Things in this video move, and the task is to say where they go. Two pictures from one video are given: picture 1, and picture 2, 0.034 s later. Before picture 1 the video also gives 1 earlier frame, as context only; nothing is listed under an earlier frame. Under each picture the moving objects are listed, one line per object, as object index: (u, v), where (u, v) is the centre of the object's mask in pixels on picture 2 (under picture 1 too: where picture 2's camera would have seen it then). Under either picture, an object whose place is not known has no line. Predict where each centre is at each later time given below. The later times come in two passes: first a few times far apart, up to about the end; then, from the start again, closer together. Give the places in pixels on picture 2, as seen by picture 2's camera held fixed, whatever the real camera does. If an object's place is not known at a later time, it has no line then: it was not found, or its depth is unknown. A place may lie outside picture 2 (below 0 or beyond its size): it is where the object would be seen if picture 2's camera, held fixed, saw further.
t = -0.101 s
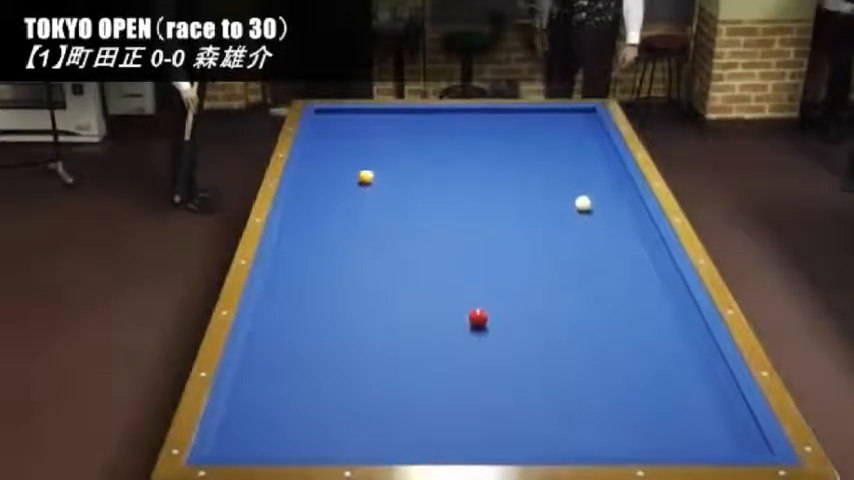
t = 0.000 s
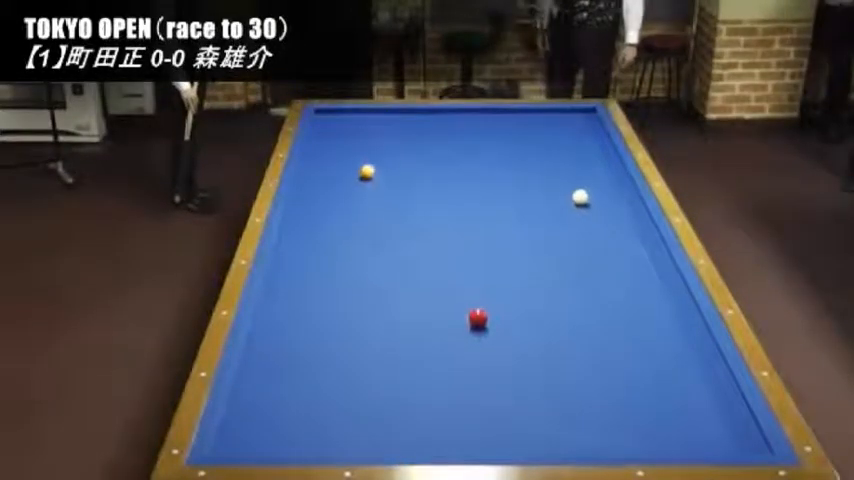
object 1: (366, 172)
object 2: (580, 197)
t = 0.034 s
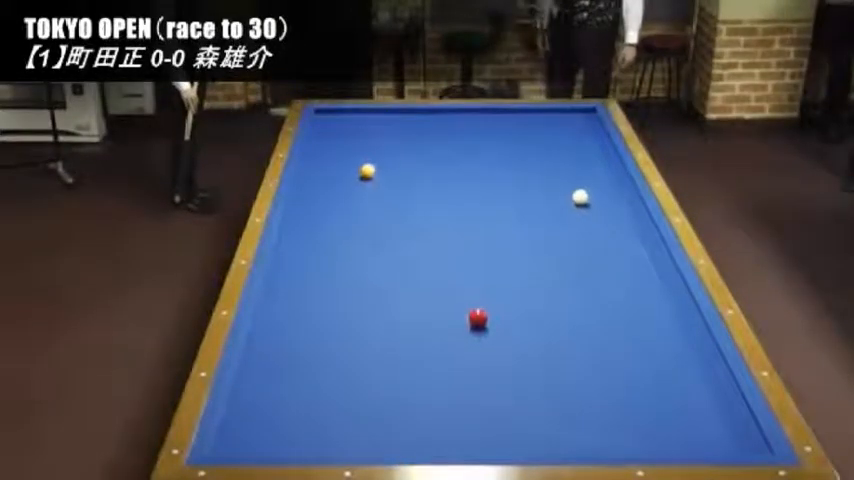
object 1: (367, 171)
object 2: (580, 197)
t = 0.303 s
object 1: (368, 165)
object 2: (578, 189)
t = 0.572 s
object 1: (370, 157)
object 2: (574, 180)
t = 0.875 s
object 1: (372, 150)
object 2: (571, 172)
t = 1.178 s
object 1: (374, 143)
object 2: (568, 163)
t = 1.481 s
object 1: (375, 137)
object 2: (565, 155)
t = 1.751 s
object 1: (376, 132)
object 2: (563, 148)
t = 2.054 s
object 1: (377, 126)
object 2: (561, 142)
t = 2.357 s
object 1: (378, 121)
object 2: (558, 135)
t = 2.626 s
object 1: (379, 117)
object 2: (557, 130)
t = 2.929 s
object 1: (380, 112)
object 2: (555, 125)
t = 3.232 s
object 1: (380, 112)
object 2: (552, 119)
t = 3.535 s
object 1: (380, 114)
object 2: (550, 115)
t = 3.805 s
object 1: (381, 116)
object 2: (548, 111)
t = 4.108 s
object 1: (381, 118)
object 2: (548, 111)
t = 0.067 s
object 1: (367, 171)
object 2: (580, 196)
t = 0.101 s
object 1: (367, 171)
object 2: (580, 196)
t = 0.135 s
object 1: (367, 169)
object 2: (579, 195)
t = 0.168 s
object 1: (367, 168)
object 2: (579, 194)
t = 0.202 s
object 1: (368, 168)
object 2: (579, 193)
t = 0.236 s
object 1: (368, 166)
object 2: (578, 191)
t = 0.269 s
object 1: (368, 166)
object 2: (578, 190)
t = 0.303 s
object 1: (368, 165)
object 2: (578, 189)
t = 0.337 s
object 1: (369, 163)
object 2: (577, 187)
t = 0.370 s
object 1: (369, 161)
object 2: (576, 185)
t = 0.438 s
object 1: (369, 160)
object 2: (575, 184)
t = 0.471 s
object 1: (369, 160)
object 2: (575, 184)
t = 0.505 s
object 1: (370, 159)
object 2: (575, 183)
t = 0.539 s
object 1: (370, 158)
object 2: (574, 181)
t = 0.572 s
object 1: (370, 157)
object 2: (574, 180)
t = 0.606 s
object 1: (371, 157)
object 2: (574, 179)
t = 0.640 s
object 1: (371, 156)
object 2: (574, 178)
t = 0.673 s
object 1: (371, 155)
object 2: (573, 177)
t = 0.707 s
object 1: (371, 154)
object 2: (573, 176)
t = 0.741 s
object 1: (371, 154)
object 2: (572, 176)
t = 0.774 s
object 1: (371, 153)
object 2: (572, 174)
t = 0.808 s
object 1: (371, 152)
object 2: (572, 173)
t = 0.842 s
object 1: (372, 151)
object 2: (571, 173)
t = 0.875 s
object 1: (372, 150)
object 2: (571, 172)
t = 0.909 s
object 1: (372, 149)
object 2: (571, 171)
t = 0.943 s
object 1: (372, 148)
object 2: (570, 169)
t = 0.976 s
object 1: (373, 148)
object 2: (570, 168)
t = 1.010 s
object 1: (373, 147)
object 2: (569, 167)
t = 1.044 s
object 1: (373, 146)
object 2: (569, 166)
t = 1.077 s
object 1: (373, 145)
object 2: (568, 165)
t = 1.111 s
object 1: (373, 145)
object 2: (568, 164)
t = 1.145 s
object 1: (374, 144)
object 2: (568, 163)
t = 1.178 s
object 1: (374, 143)
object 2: (568, 163)
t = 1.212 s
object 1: (374, 143)
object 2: (567, 161)
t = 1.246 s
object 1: (374, 142)
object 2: (567, 161)
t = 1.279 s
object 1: (374, 141)
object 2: (567, 160)
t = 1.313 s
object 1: (374, 140)
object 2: (567, 159)
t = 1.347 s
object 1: (374, 140)
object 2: (566, 158)
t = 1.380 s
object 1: (374, 139)
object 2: (566, 157)
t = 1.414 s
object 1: (375, 138)
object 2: (566, 157)
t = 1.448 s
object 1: (375, 138)
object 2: (566, 156)
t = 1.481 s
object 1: (375, 137)
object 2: (565, 155)
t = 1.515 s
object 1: (375, 136)
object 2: (565, 154)
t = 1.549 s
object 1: (376, 135)
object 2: (564, 154)
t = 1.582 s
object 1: (376, 135)
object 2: (564, 153)
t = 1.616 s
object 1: (376, 134)
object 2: (564, 152)
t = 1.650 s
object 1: (376, 133)
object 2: (564, 151)
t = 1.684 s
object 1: (376, 133)
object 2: (564, 150)
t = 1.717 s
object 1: (376, 132)
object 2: (563, 150)
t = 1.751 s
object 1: (376, 132)
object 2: (563, 148)
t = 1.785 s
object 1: (376, 131)
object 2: (563, 148)
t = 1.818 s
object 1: (376, 130)
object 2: (562, 147)
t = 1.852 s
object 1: (377, 130)
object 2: (562, 146)
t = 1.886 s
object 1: (377, 129)
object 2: (562, 145)
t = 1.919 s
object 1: (377, 128)
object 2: (562, 144)
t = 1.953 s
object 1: (377, 128)
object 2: (561, 144)
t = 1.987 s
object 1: (377, 127)
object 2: (561, 143)
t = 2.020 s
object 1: (377, 127)
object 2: (561, 142)
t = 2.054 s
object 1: (377, 126)
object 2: (561, 142)
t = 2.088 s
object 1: (378, 125)
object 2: (560, 141)
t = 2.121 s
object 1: (378, 125)
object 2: (561, 140)
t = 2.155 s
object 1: (378, 124)
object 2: (560, 140)
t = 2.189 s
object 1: (378, 124)
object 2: (560, 139)
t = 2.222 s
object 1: (378, 123)
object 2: (559, 138)
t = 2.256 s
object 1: (378, 123)
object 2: (559, 137)
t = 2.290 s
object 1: (378, 122)
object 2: (559, 137)
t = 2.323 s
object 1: (378, 121)
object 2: (558, 136)
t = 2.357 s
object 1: (378, 121)
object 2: (558, 135)
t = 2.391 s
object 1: (378, 120)
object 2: (558, 135)
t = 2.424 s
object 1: (378, 120)
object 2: (558, 134)
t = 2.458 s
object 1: (378, 119)
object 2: (558, 133)
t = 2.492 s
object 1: (379, 119)
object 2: (558, 132)
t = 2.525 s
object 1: (379, 119)
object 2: (557, 132)
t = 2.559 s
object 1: (379, 117)
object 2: (557, 131)
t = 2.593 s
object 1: (379, 117)
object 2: (557, 130)
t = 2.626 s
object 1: (379, 117)
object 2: (557, 130)
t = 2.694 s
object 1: (379, 116)
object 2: (556, 129)
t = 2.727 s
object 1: (379, 116)
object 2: (556, 129)
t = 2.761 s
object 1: (379, 115)
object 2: (556, 128)
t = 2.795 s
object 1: (379, 115)
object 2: (556, 128)
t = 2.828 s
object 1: (380, 114)
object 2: (555, 127)
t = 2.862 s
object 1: (380, 113)
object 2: (555, 126)
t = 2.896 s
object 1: (380, 114)
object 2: (555, 125)
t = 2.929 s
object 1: (380, 112)
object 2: (555, 125)
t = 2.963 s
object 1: (380, 112)
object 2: (554, 124)
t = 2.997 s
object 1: (380, 112)
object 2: (554, 124)
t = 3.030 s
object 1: (380, 111)
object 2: (554, 123)
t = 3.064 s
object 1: (380, 111)
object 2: (553, 123)
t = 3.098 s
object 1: (380, 111)
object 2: (553, 122)
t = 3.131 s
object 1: (380, 111)
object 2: (553, 122)
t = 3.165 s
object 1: (380, 111)
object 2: (552, 121)
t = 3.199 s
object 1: (380, 111)
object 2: (552, 120)
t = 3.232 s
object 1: (380, 112)
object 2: (552, 119)
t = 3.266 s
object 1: (380, 112)
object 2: (552, 118)
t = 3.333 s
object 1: (380, 112)
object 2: (551, 118)
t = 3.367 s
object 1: (380, 112)
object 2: (551, 117)
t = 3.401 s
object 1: (380, 112)
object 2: (551, 117)
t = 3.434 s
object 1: (380, 112)
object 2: (551, 116)
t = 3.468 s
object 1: (380, 113)
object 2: (550, 116)
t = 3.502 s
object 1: (381, 113)
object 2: (550, 115)
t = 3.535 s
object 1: (380, 114)
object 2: (550, 115)
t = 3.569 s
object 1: (380, 115)
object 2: (549, 114)
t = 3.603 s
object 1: (380, 115)
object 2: (549, 113)
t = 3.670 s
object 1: (380, 115)
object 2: (549, 111)
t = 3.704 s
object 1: (380, 116)
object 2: (548, 112)
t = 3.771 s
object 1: (381, 116)
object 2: (548, 112)
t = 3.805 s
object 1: (381, 116)
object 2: (548, 111)
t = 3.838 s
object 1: (380, 116)
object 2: (548, 110)
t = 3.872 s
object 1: (381, 116)
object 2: (547, 110)
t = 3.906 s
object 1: (381, 116)
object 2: (547, 110)
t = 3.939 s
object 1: (380, 116)
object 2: (547, 110)
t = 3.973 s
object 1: (381, 116)
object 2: (547, 110)
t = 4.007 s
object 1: (381, 117)
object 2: (547, 110)
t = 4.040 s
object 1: (381, 117)
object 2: (547, 110)
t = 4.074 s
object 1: (381, 117)
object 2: (547, 110)
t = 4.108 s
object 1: (381, 118)
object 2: (548, 111)
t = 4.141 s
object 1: (381, 118)
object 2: (548, 111)
